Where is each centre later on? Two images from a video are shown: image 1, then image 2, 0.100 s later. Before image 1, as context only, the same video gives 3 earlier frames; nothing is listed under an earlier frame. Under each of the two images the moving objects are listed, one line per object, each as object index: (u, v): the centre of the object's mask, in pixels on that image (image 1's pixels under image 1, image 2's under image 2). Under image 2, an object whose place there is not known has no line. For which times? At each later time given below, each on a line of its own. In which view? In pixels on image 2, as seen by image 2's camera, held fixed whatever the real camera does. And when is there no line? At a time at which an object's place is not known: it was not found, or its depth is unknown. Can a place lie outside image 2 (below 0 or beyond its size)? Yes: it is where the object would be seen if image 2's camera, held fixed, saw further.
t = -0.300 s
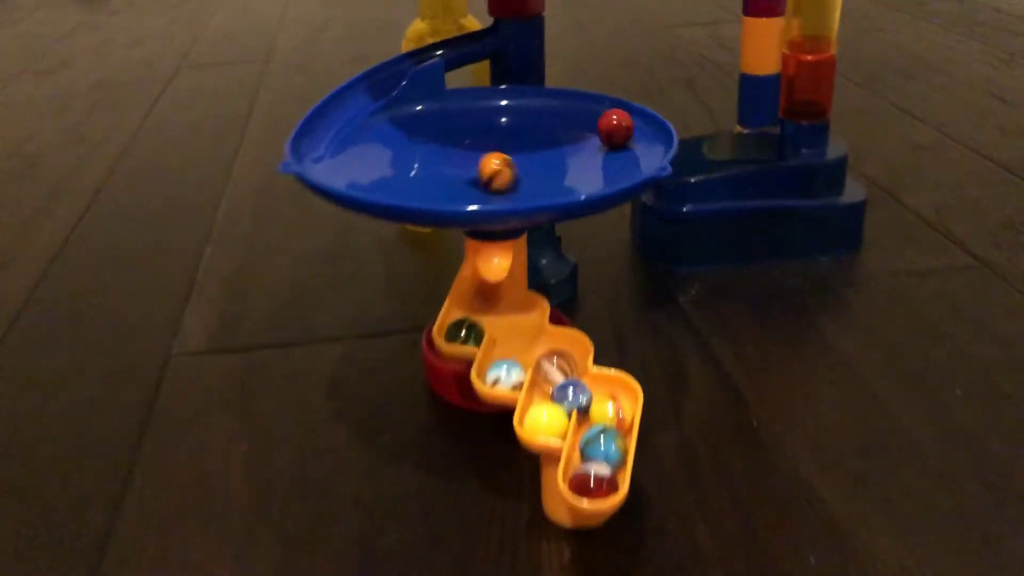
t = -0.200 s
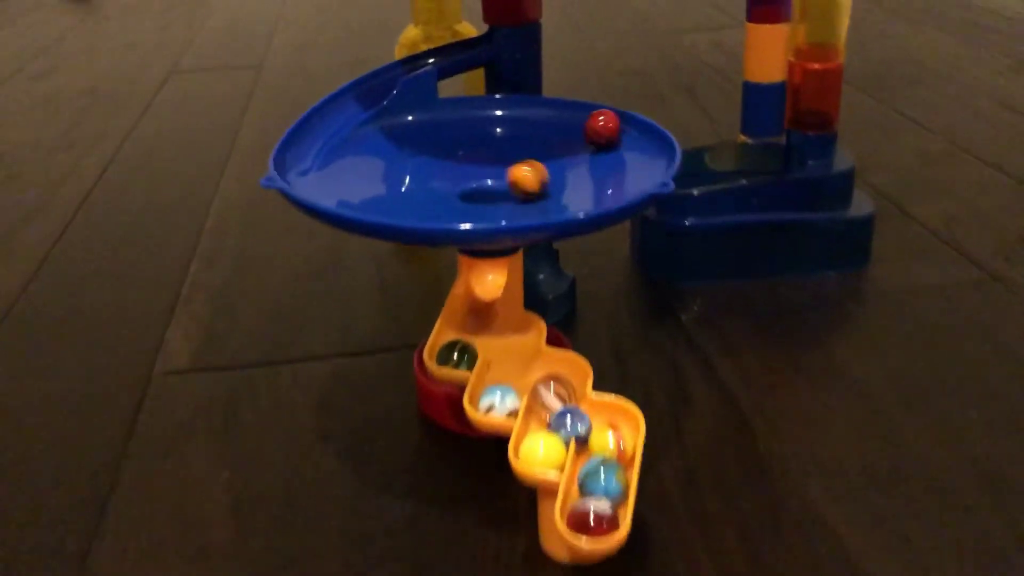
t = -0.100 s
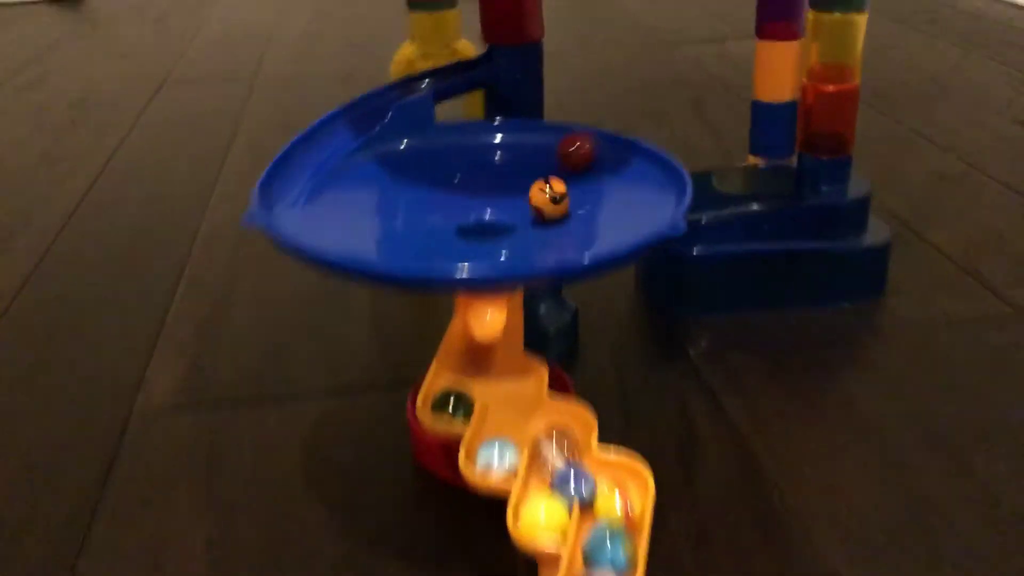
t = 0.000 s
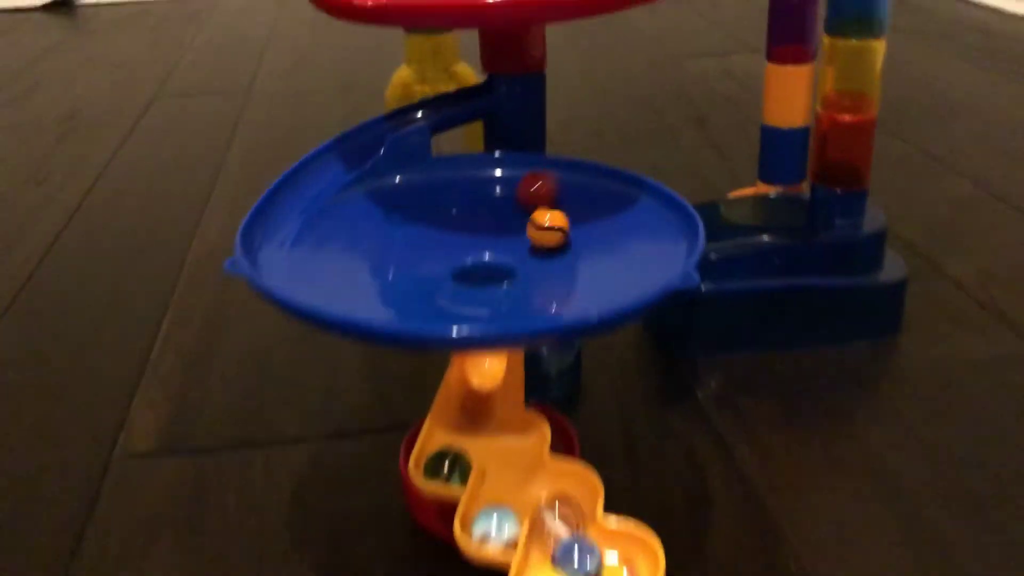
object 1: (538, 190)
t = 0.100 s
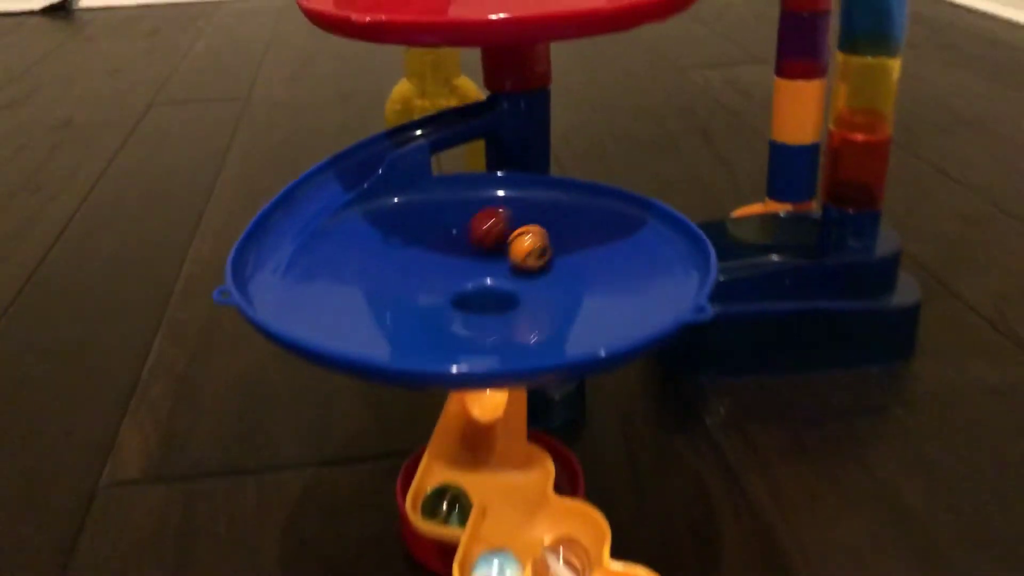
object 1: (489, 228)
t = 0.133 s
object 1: (472, 238)
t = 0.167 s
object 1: (457, 244)
